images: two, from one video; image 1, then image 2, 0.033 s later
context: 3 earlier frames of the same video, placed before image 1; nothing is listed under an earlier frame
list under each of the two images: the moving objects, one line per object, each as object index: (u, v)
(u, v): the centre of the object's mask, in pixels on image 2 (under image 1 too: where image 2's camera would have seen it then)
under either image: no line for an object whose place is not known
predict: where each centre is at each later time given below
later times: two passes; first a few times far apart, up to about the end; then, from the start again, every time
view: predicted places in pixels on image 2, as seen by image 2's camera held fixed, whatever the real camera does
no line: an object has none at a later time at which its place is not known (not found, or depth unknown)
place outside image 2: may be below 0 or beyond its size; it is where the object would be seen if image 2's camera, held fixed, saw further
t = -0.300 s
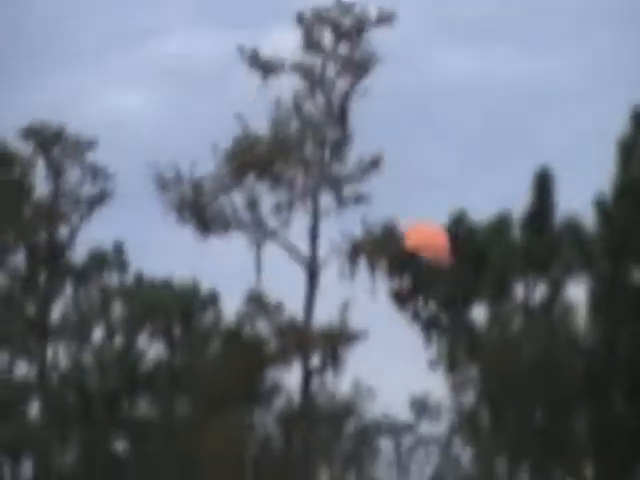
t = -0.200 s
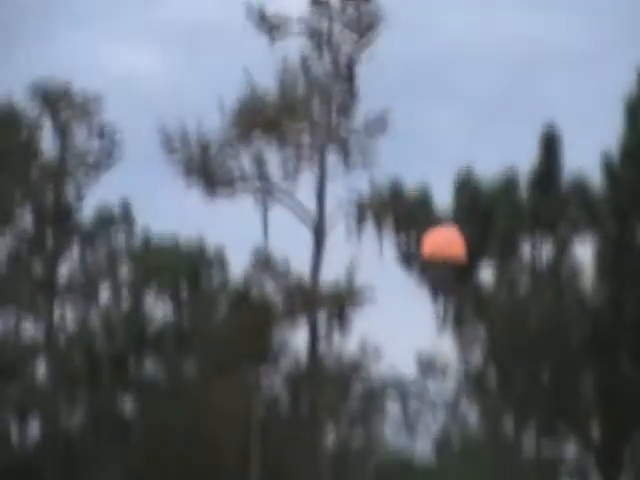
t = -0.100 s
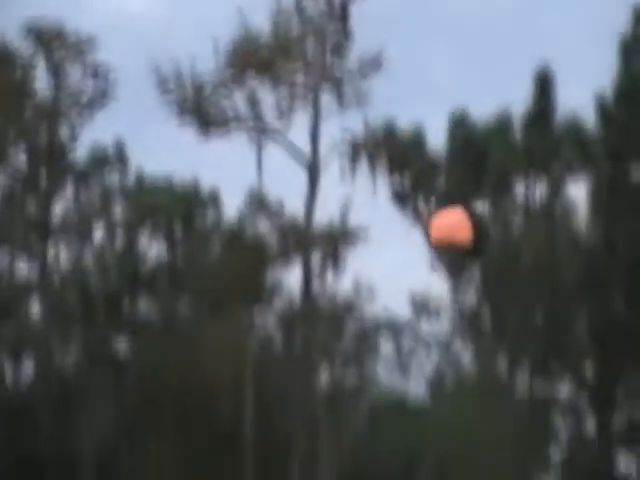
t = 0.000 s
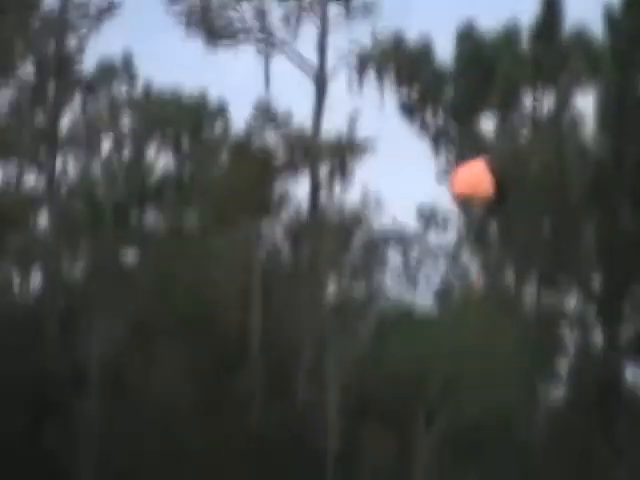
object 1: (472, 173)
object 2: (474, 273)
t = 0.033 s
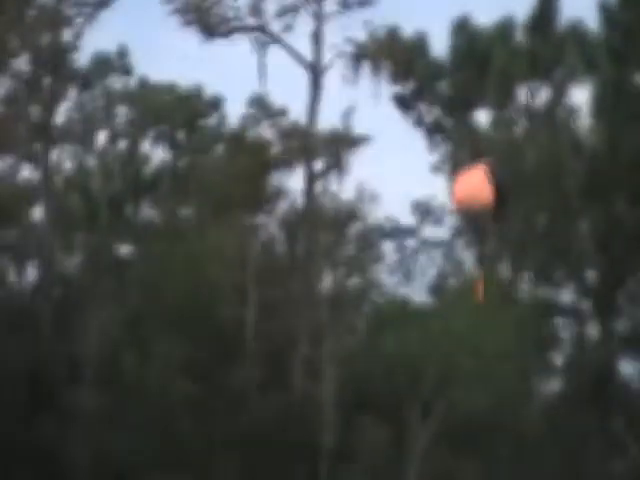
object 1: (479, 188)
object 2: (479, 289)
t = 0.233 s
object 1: (507, 272)
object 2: (520, 370)
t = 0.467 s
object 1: (527, 379)
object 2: (556, 474)
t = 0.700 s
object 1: (513, 473)
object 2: (552, 579)
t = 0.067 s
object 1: (484, 203)
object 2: (487, 299)
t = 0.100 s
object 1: (491, 215)
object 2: (494, 316)
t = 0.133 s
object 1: (494, 228)
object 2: (499, 328)
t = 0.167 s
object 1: (498, 243)
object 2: (506, 340)
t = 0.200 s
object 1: (503, 257)
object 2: (512, 356)
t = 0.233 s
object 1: (507, 272)
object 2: (520, 370)
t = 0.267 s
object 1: (511, 288)
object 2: (526, 385)
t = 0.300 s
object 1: (514, 304)
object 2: (532, 400)
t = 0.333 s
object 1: (518, 319)
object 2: (537, 414)
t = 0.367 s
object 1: (521, 334)
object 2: (542, 428)
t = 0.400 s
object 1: (524, 348)
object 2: (549, 443)
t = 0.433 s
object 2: (555, 458)
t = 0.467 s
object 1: (527, 379)
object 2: (556, 474)
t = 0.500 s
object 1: (525, 394)
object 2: (559, 491)
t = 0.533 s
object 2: (561, 505)
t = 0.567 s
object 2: (560, 518)
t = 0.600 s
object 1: (525, 431)
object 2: (559, 533)
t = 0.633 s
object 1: (519, 445)
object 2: (557, 547)
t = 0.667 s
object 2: (555, 564)
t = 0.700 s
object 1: (513, 473)
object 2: (552, 579)
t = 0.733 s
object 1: (510, 486)
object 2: (548, 595)
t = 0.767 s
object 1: (507, 499)
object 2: (543, 611)
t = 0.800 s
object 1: (508, 513)
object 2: (538, 626)
